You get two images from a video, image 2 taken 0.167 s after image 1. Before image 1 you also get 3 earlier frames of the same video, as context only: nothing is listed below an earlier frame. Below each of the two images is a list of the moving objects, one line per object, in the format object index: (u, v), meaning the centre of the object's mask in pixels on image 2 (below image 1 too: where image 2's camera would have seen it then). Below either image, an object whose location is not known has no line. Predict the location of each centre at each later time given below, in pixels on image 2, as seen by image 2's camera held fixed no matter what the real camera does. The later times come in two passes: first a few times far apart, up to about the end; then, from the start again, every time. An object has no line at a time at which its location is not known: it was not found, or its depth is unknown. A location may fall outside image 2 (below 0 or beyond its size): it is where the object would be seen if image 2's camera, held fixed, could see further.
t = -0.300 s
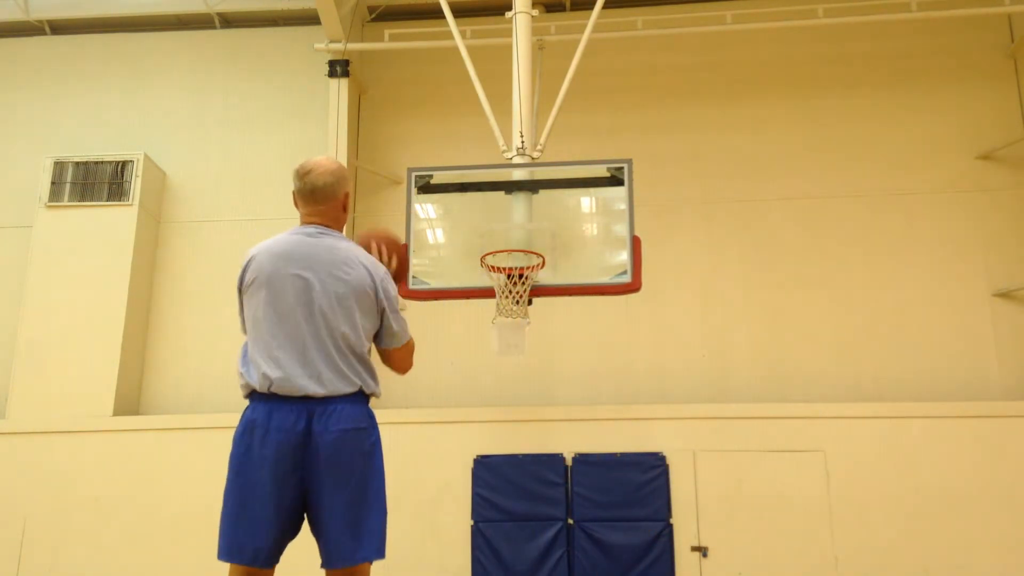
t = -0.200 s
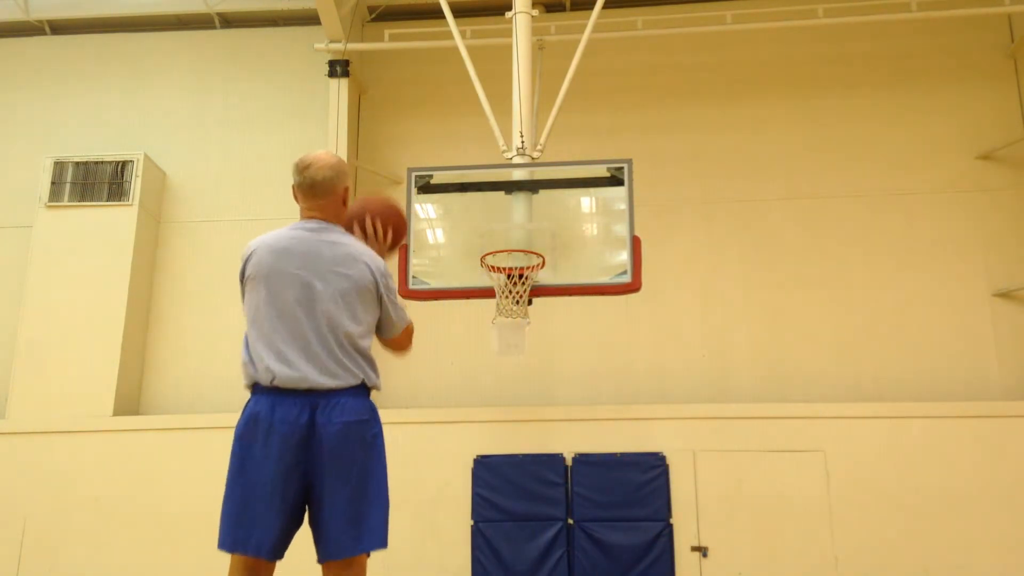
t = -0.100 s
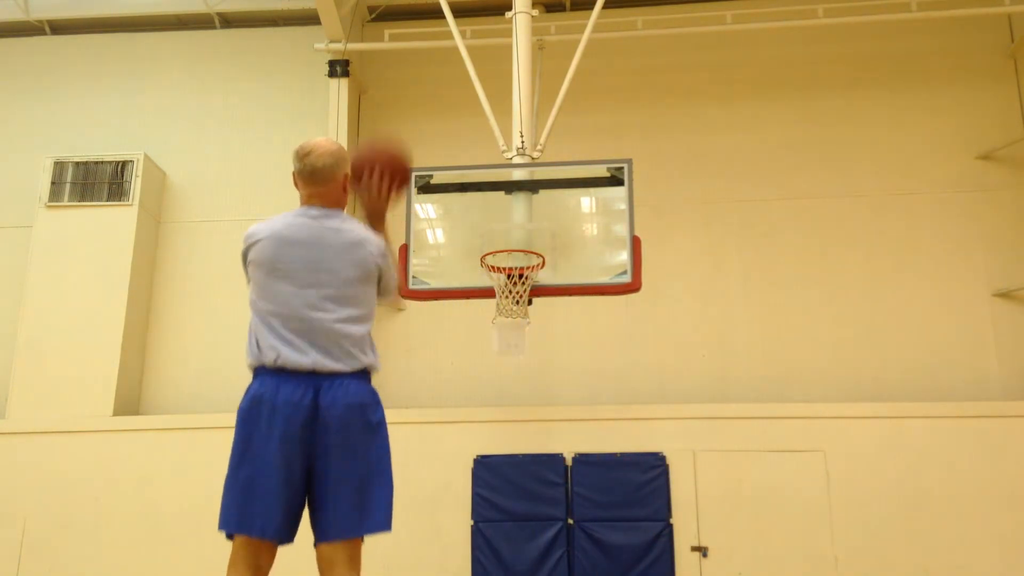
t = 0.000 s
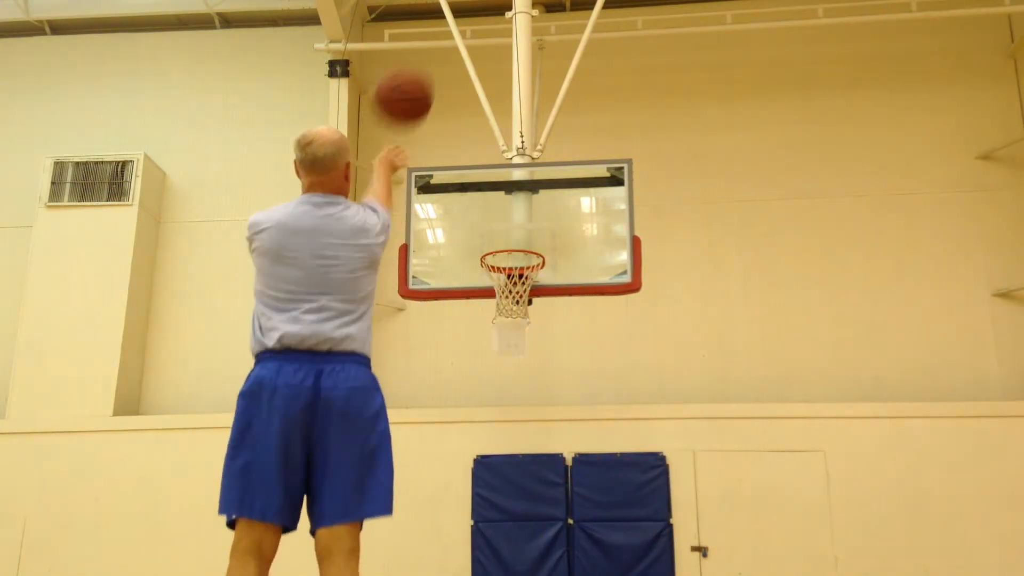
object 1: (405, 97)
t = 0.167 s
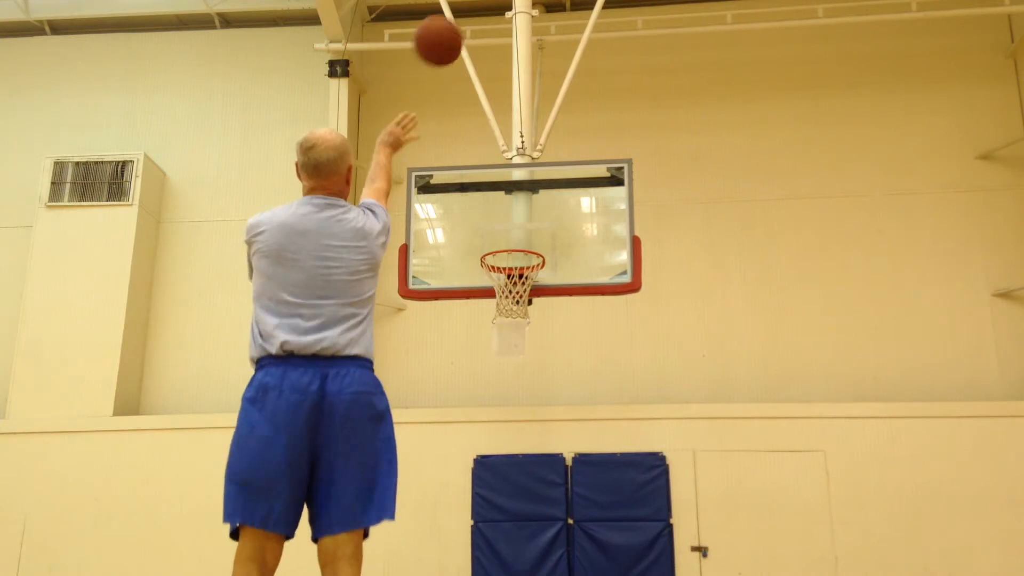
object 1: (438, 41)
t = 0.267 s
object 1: (454, 37)
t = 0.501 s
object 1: (482, 80)
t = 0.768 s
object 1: (505, 196)
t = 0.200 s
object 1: (444, 38)
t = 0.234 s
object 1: (449, 36)
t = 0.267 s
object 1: (454, 37)
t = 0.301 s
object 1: (459, 38)
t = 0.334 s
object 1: (463, 43)
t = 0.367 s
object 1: (467, 48)
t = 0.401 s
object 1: (471, 54)
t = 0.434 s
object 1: (475, 62)
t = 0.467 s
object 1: (479, 71)
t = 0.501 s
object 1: (482, 80)
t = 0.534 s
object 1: (486, 92)
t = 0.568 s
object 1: (488, 104)
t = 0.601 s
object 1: (491, 117)
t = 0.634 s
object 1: (494, 131)
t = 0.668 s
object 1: (496, 145)
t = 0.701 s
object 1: (500, 162)
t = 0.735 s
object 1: (503, 180)
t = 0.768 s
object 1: (505, 196)
